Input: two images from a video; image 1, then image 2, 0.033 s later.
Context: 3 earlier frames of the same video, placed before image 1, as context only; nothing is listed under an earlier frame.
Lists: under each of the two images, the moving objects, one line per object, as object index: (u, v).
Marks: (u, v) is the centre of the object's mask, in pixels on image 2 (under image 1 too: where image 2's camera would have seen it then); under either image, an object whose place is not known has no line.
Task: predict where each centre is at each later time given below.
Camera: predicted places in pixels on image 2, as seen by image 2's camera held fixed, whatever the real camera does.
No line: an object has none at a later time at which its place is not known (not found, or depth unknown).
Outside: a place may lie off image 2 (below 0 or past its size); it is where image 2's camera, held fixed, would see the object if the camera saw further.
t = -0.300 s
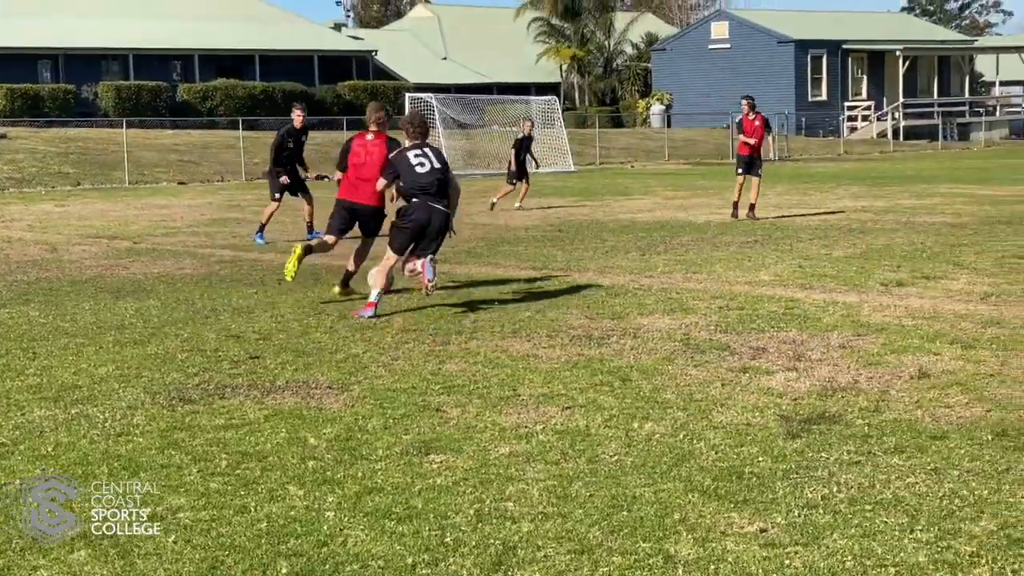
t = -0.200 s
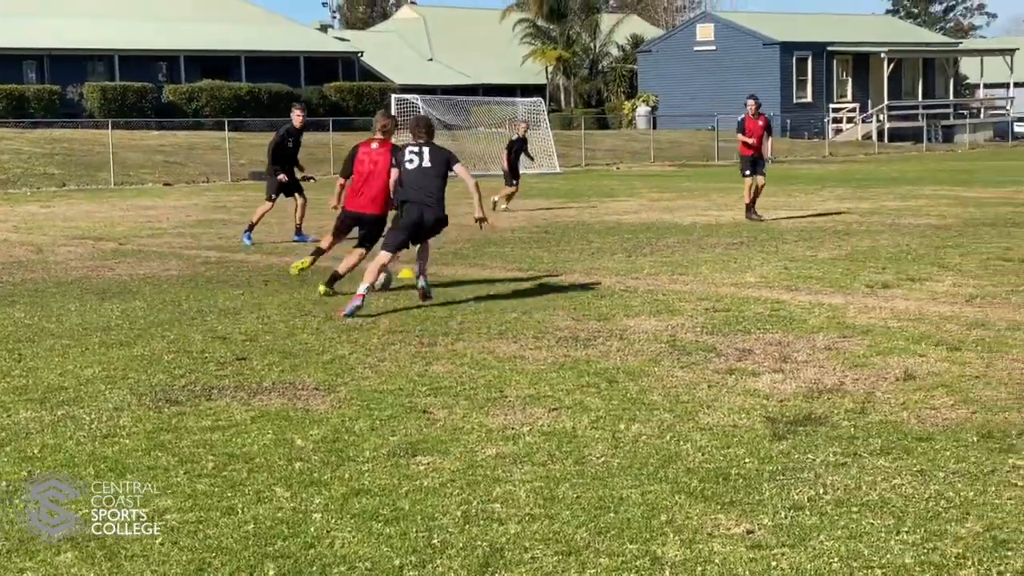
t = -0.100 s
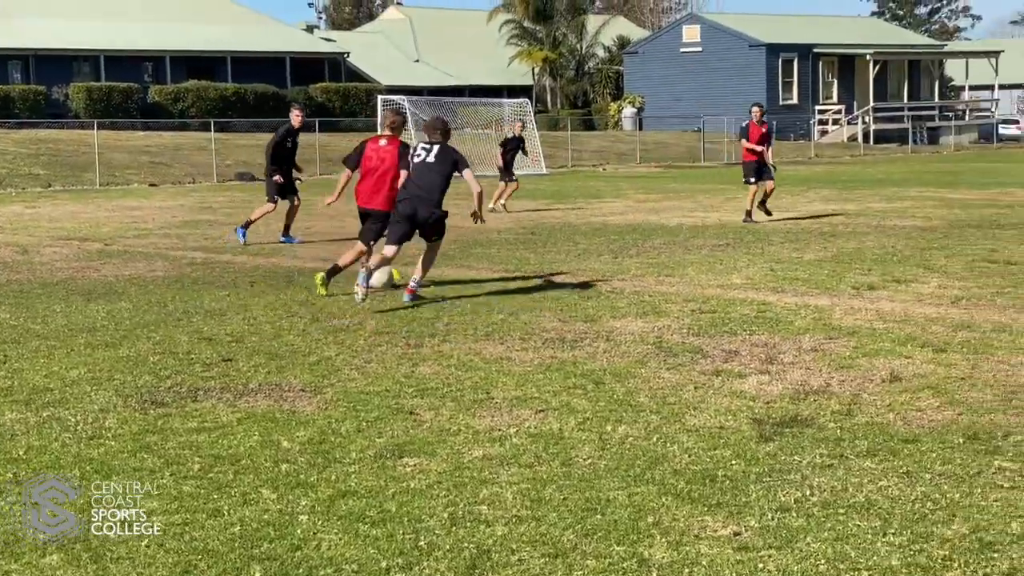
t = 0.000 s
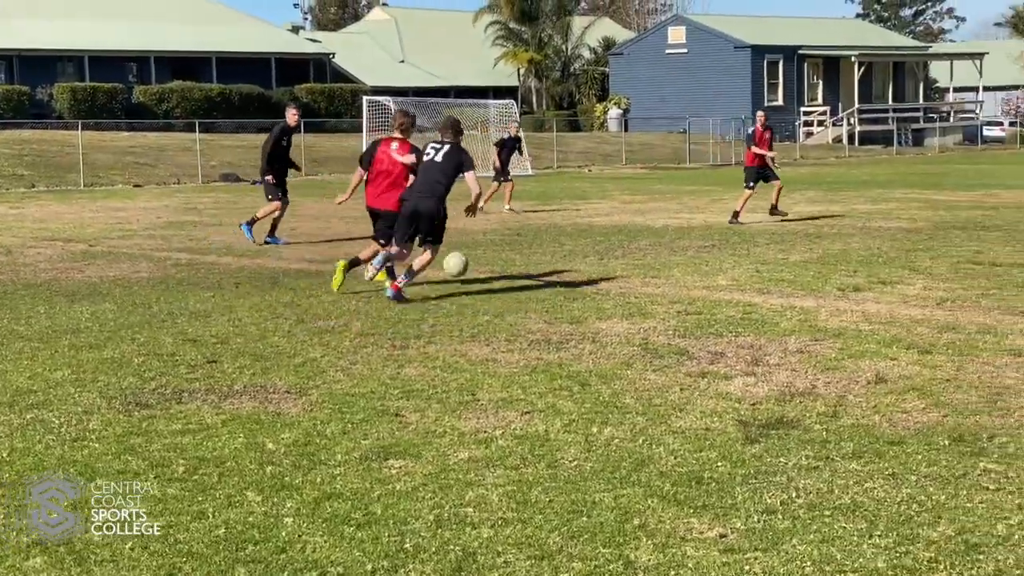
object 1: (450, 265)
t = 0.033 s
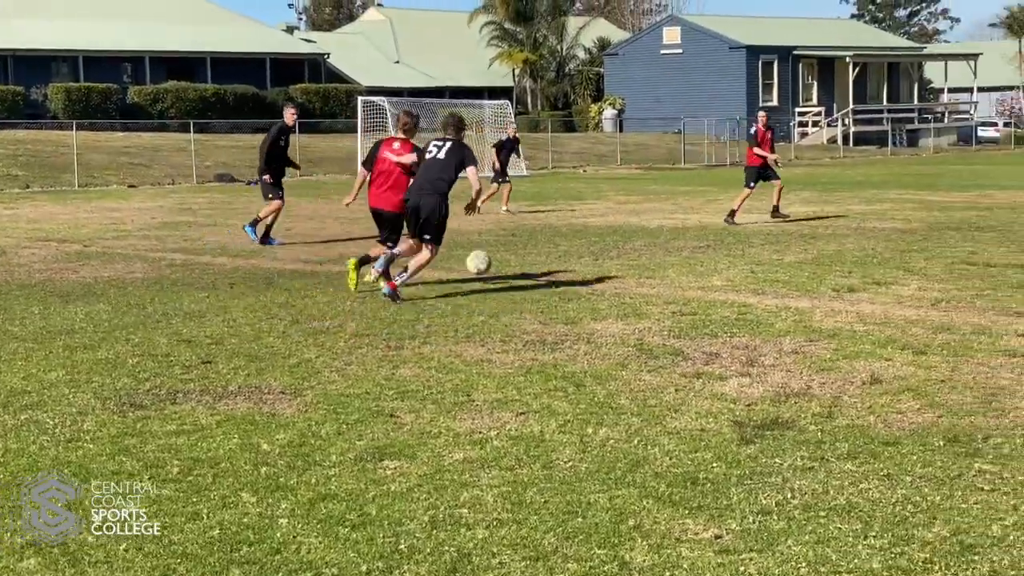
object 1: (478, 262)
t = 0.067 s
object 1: (506, 261)
